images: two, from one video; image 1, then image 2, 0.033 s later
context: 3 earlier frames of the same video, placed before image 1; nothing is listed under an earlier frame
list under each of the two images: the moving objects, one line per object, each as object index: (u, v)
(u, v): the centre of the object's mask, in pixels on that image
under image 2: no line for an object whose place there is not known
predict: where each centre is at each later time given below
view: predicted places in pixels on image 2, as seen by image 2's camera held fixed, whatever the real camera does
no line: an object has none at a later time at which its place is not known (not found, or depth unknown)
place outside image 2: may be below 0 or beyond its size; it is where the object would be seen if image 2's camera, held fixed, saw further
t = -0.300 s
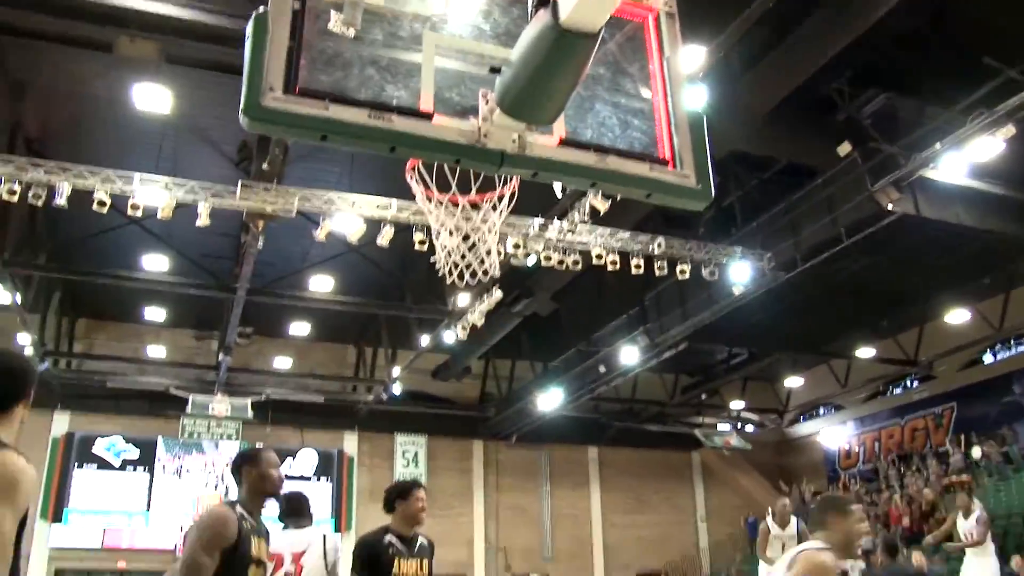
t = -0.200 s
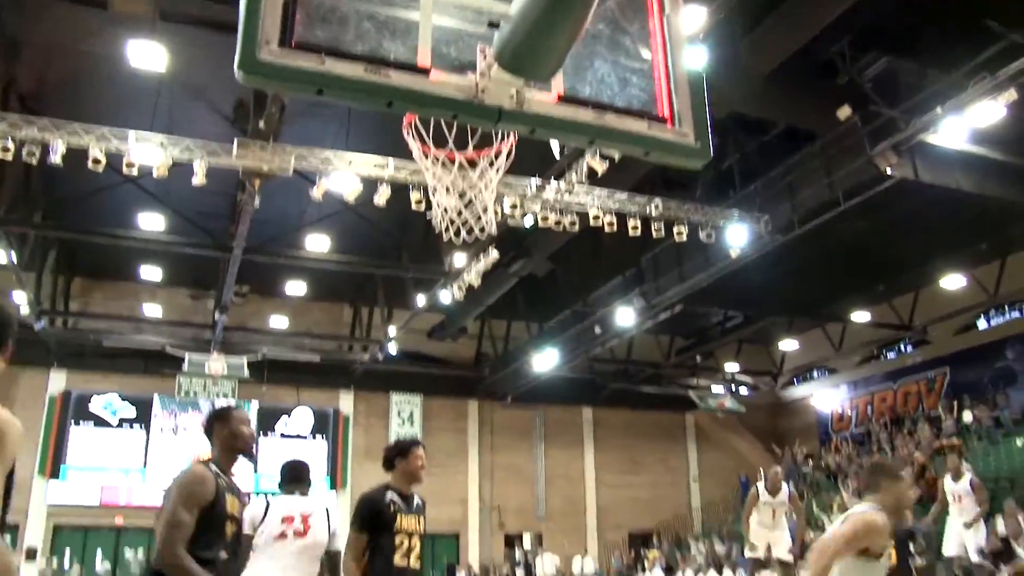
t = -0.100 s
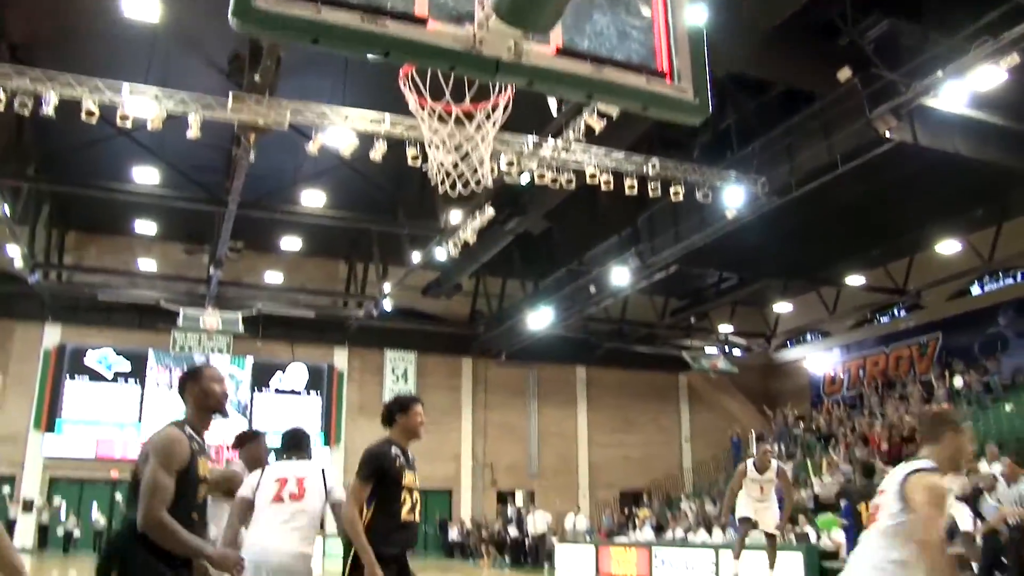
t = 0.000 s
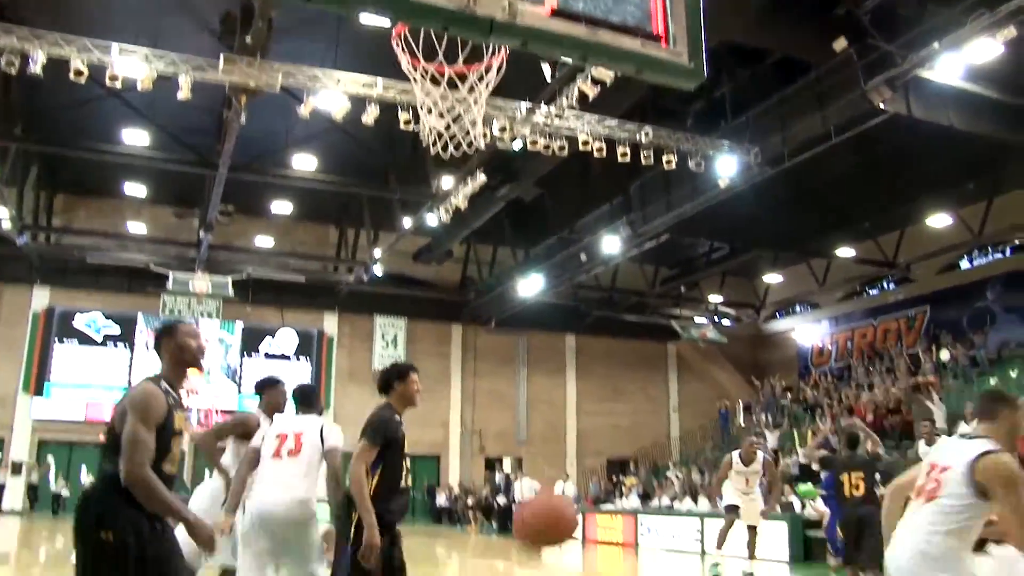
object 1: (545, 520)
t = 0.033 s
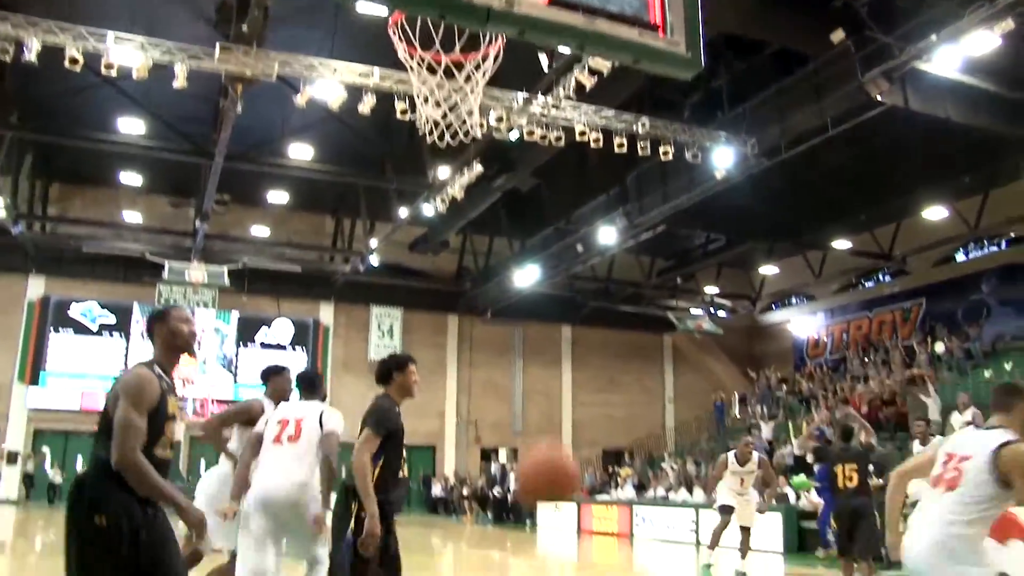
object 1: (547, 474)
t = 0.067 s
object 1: (553, 446)
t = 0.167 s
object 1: (572, 367)
